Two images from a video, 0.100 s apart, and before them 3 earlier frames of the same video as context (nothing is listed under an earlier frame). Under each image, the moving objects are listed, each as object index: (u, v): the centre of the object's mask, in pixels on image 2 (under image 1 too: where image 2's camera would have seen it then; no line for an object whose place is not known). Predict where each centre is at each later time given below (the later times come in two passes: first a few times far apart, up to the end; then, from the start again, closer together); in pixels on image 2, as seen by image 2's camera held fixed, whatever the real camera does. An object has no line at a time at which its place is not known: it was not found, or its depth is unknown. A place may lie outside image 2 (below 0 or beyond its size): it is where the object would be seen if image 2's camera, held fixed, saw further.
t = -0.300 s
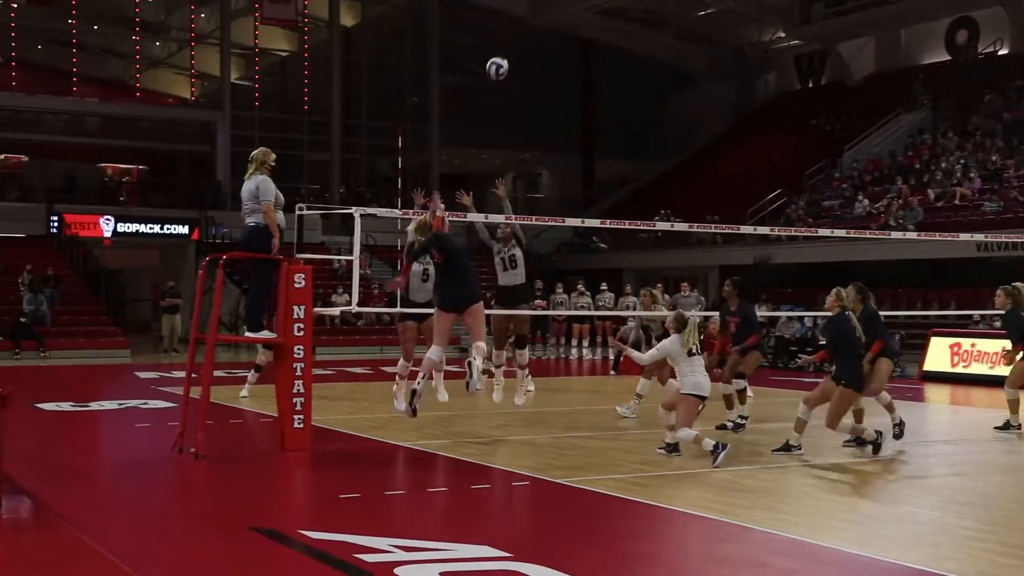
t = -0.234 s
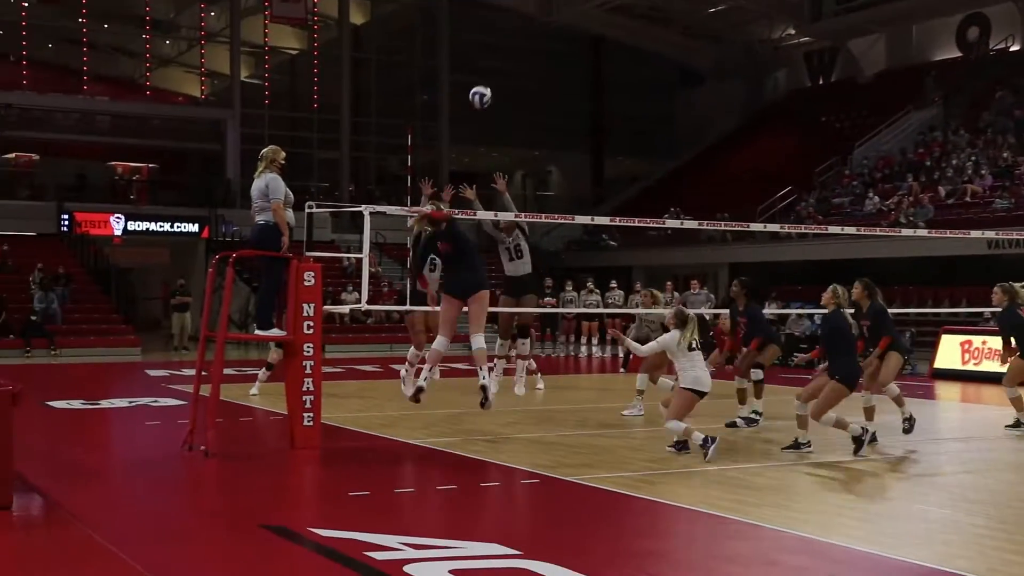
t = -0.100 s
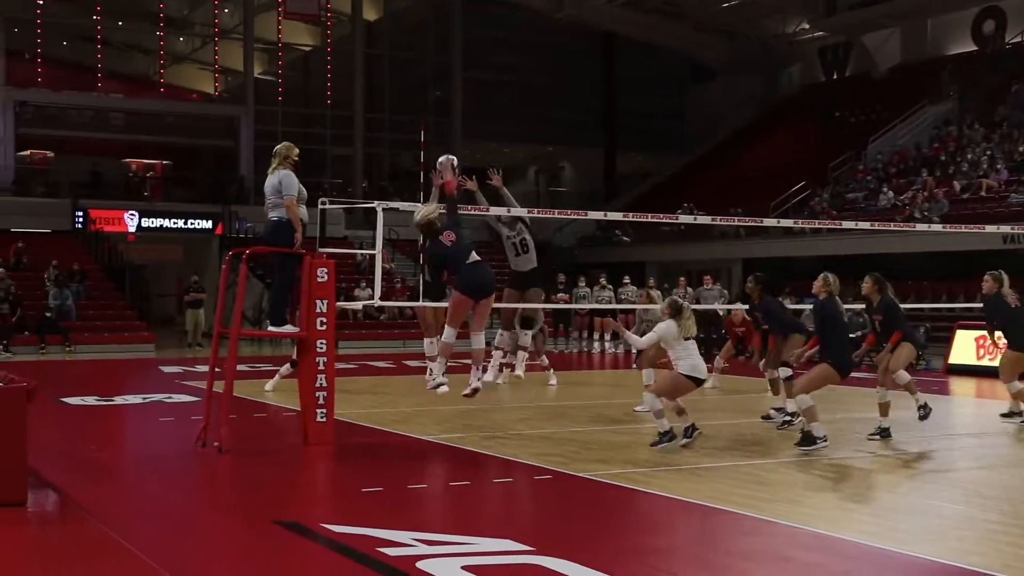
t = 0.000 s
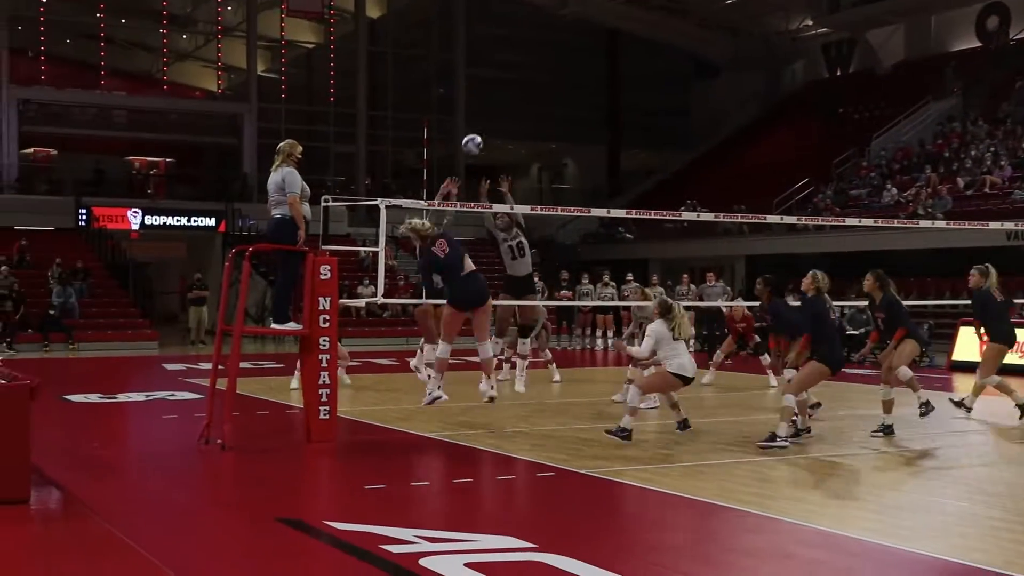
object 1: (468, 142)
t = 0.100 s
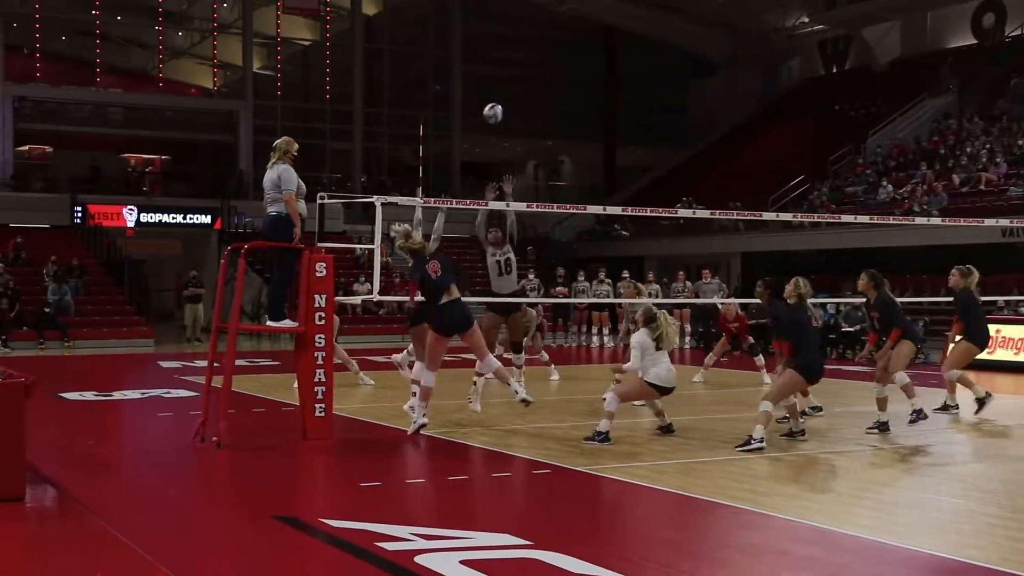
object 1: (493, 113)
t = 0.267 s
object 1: (529, 91)
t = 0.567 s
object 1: (578, 117)
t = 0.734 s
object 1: (600, 159)
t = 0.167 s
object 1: (508, 101)
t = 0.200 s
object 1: (516, 97)
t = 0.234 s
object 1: (522, 93)
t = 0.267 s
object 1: (529, 91)
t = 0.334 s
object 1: (542, 90)
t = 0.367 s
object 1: (548, 91)
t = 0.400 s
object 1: (554, 93)
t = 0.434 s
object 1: (559, 96)
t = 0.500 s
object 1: (571, 104)
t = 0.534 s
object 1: (574, 110)
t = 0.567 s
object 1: (578, 117)
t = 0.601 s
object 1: (583, 124)
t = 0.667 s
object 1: (592, 140)
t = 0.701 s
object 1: (596, 149)
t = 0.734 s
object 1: (600, 159)
